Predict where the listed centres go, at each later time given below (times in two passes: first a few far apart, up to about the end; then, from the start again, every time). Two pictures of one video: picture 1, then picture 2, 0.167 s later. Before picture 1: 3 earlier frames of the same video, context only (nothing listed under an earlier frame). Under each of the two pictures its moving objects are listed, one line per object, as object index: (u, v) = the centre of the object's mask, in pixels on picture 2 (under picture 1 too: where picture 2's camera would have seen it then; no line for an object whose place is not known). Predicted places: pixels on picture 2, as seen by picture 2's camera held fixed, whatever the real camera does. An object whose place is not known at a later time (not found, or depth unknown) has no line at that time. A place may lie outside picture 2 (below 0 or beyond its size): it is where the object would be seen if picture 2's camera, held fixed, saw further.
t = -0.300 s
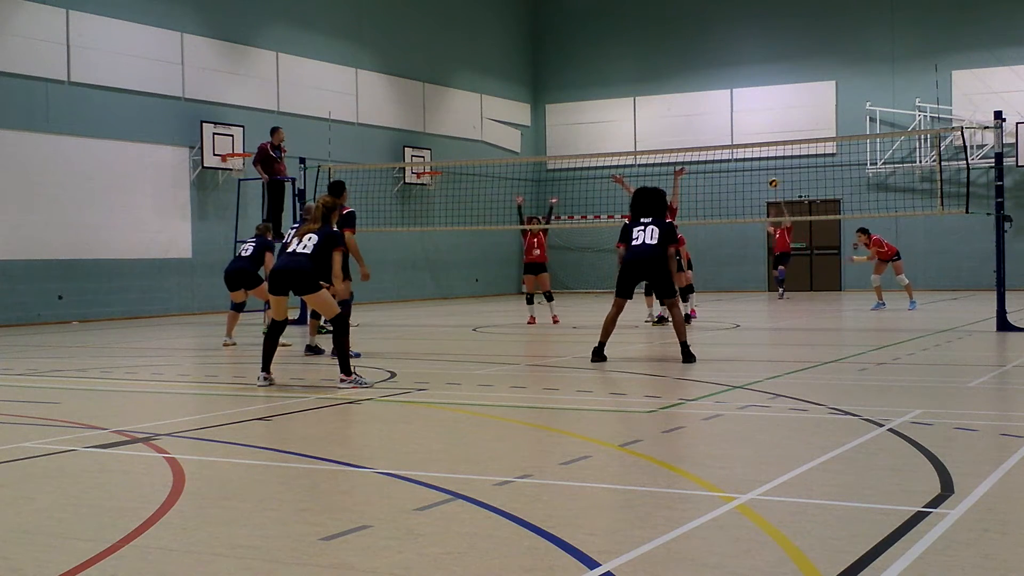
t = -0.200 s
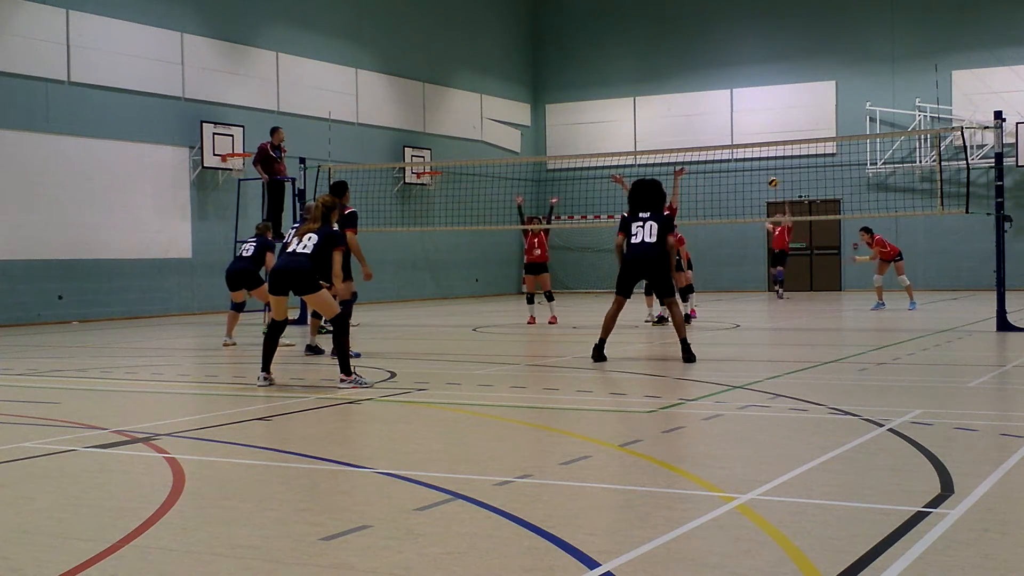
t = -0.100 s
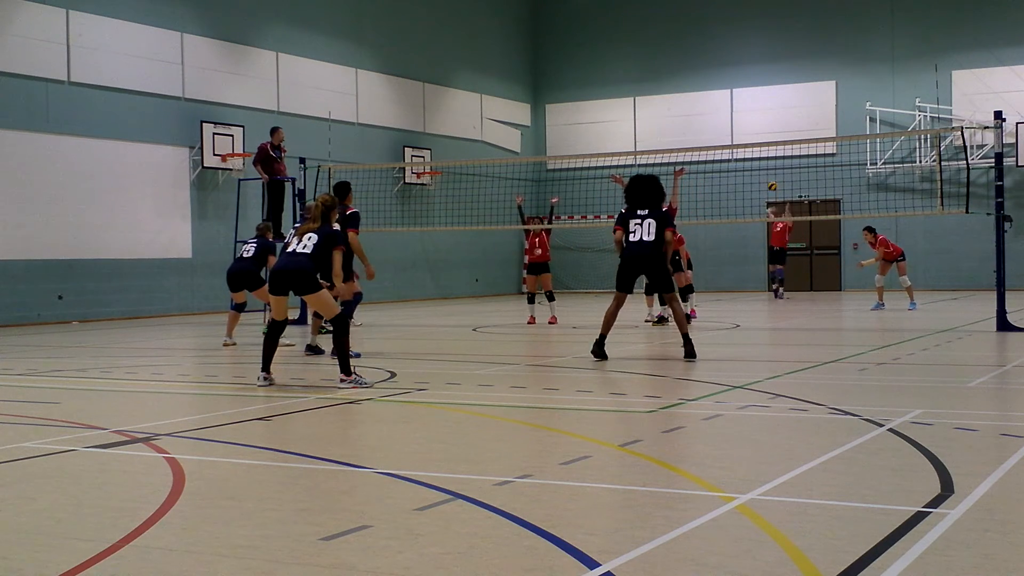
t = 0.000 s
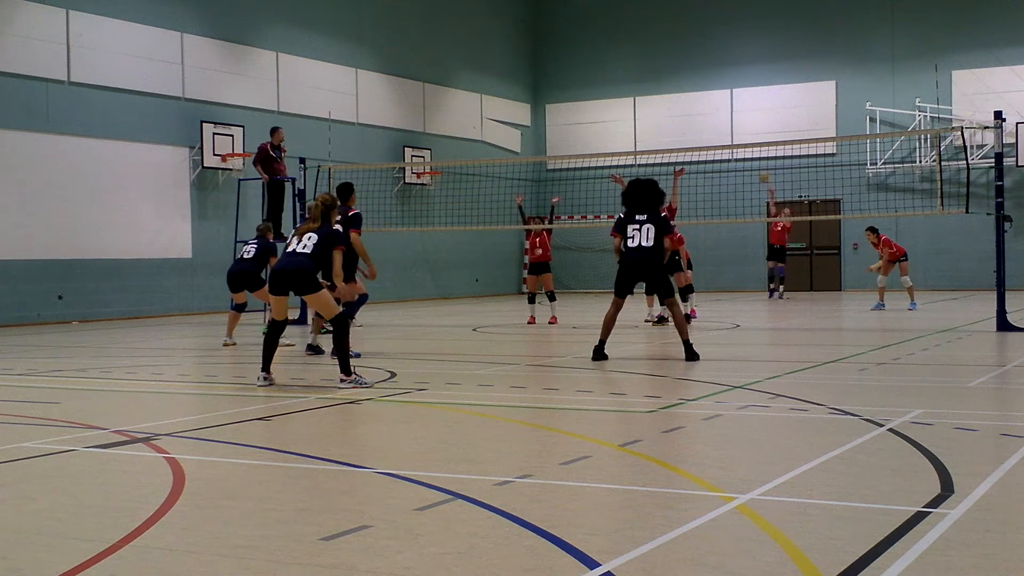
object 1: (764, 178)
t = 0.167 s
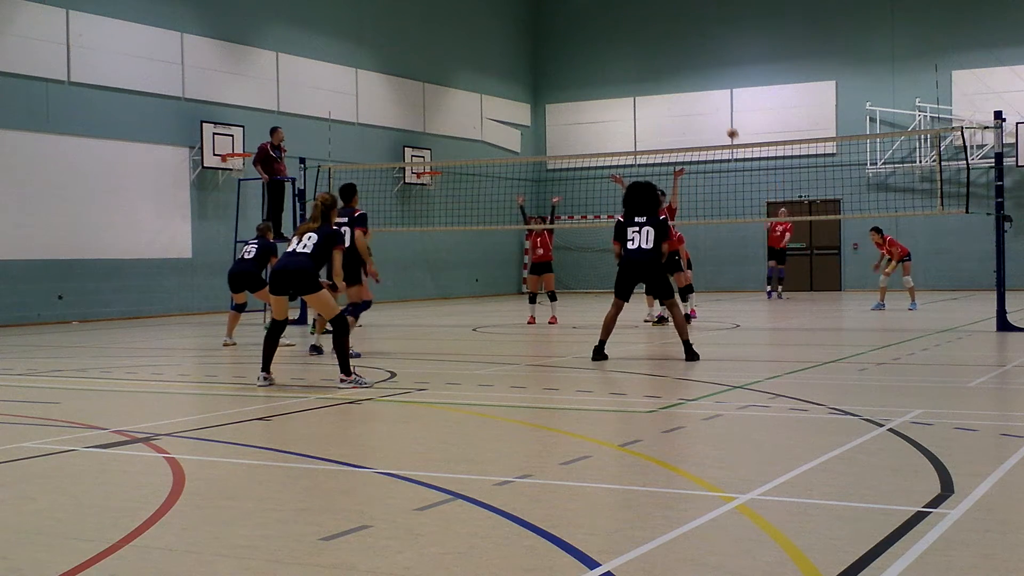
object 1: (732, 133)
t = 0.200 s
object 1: (725, 125)
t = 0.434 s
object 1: (672, 77)
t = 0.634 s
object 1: (621, 61)
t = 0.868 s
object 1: (561, 80)
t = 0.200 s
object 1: (725, 125)
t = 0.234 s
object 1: (718, 116)
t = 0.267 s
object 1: (710, 109)
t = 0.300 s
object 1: (702, 102)
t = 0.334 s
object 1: (695, 94)
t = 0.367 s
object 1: (688, 88)
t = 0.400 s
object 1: (680, 82)
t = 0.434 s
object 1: (672, 77)
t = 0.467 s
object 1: (664, 73)
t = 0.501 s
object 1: (656, 69)
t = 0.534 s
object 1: (648, 66)
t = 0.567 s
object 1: (638, 64)
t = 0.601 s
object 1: (630, 62)
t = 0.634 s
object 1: (621, 61)
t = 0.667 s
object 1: (613, 61)
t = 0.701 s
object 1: (605, 62)
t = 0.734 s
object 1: (596, 64)
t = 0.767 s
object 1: (588, 67)
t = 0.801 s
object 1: (579, 70)
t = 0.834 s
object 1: (570, 74)
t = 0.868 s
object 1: (561, 80)
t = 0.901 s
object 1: (551, 86)
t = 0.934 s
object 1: (542, 94)
